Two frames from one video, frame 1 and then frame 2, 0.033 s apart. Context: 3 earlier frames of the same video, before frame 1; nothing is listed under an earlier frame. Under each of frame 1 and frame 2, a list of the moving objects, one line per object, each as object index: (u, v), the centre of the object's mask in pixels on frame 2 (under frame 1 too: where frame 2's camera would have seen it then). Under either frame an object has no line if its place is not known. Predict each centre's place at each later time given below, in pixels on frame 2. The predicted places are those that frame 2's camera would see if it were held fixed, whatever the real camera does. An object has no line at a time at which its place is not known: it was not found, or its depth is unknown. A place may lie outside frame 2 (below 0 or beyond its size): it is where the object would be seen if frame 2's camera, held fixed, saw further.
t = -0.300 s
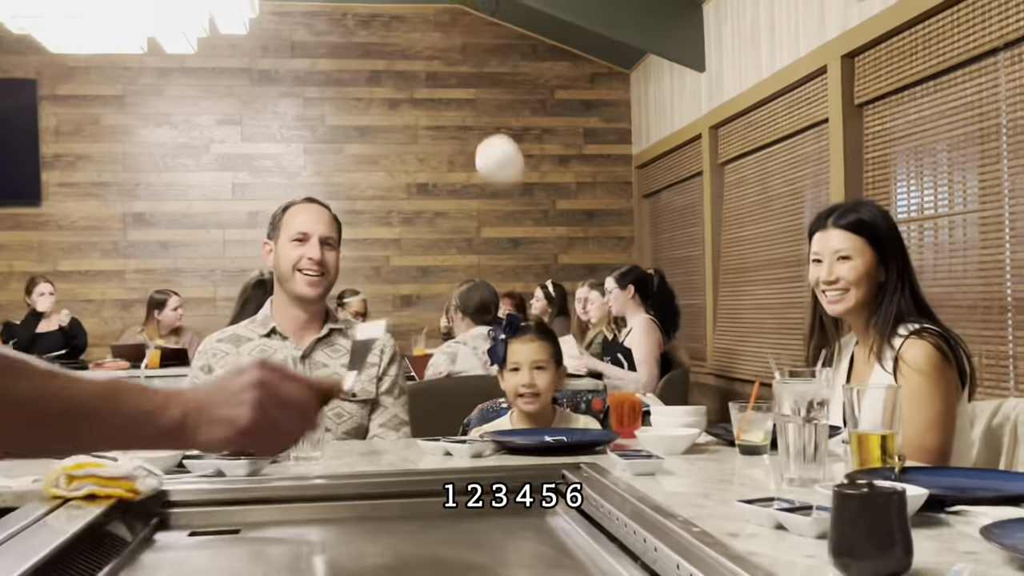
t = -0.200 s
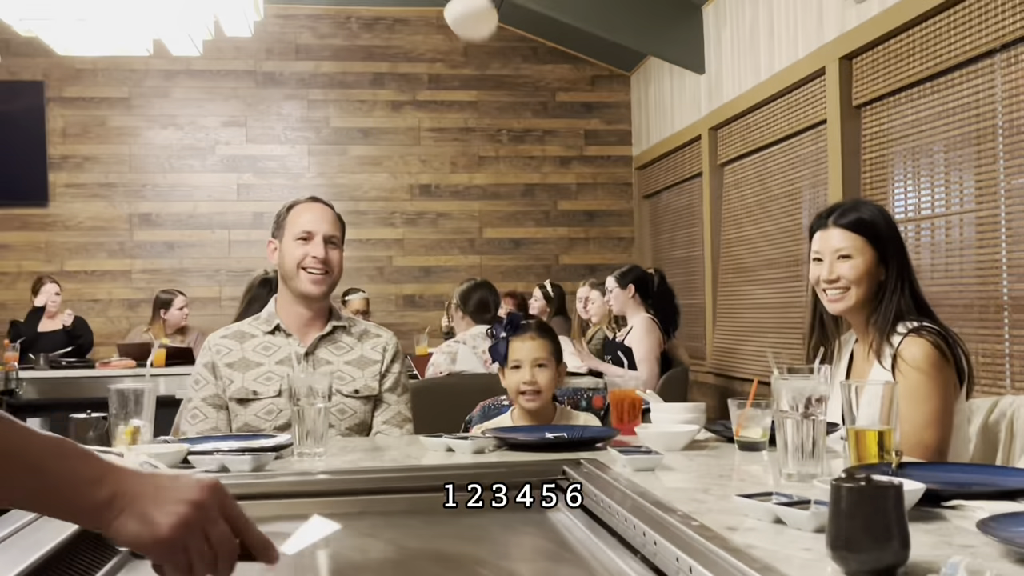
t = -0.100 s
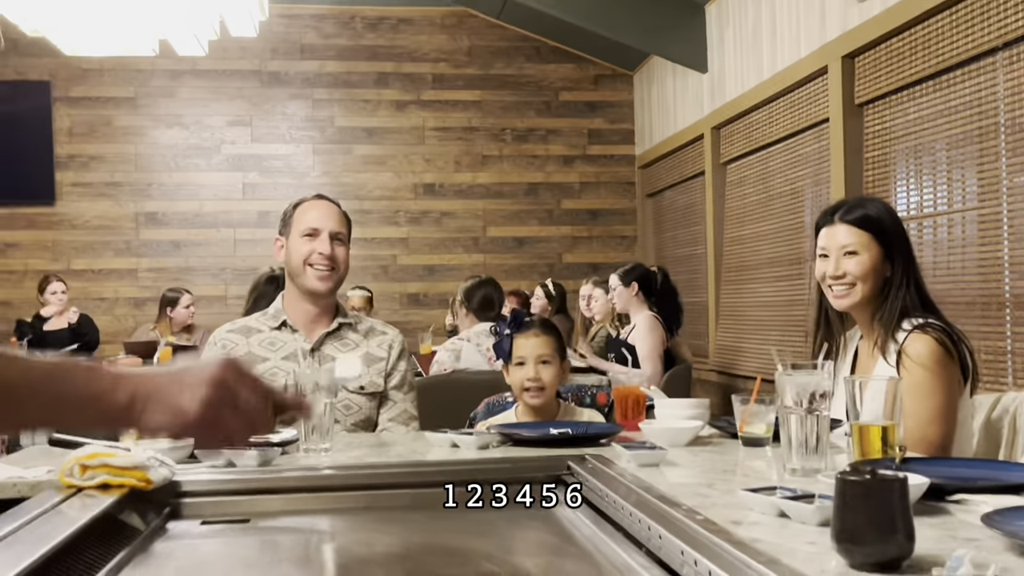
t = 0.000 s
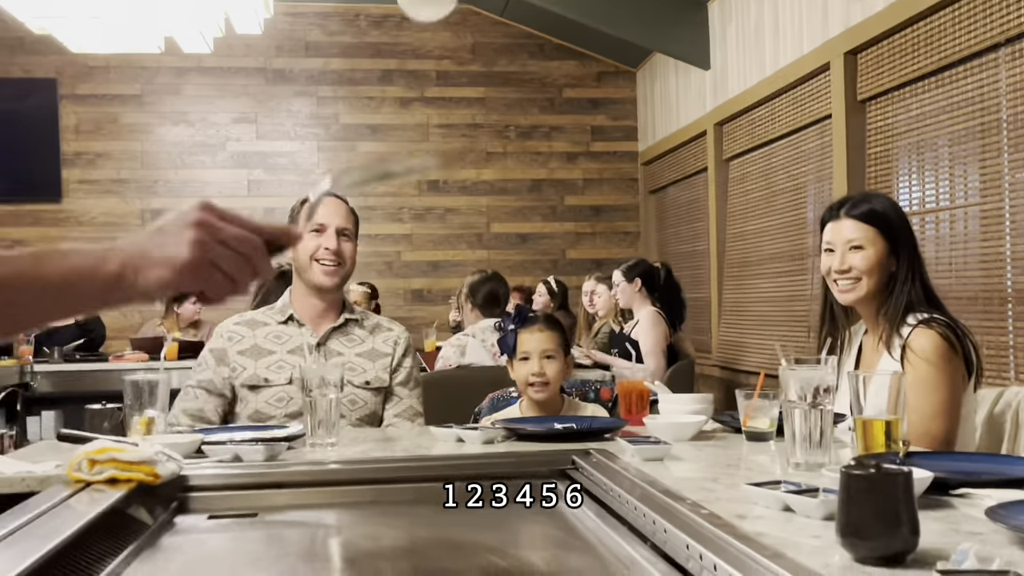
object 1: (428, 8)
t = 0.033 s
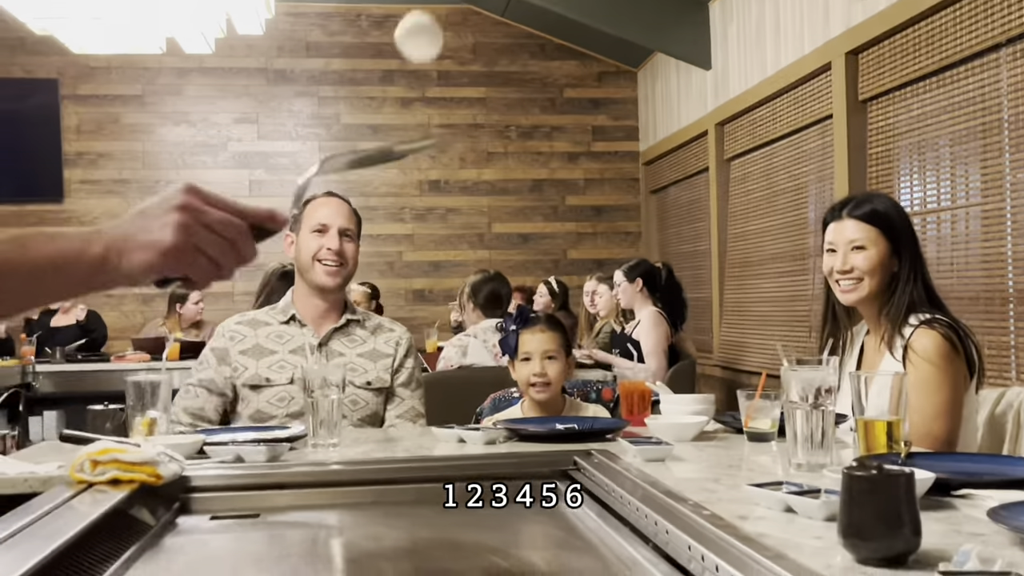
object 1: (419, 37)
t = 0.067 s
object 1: (410, 89)
